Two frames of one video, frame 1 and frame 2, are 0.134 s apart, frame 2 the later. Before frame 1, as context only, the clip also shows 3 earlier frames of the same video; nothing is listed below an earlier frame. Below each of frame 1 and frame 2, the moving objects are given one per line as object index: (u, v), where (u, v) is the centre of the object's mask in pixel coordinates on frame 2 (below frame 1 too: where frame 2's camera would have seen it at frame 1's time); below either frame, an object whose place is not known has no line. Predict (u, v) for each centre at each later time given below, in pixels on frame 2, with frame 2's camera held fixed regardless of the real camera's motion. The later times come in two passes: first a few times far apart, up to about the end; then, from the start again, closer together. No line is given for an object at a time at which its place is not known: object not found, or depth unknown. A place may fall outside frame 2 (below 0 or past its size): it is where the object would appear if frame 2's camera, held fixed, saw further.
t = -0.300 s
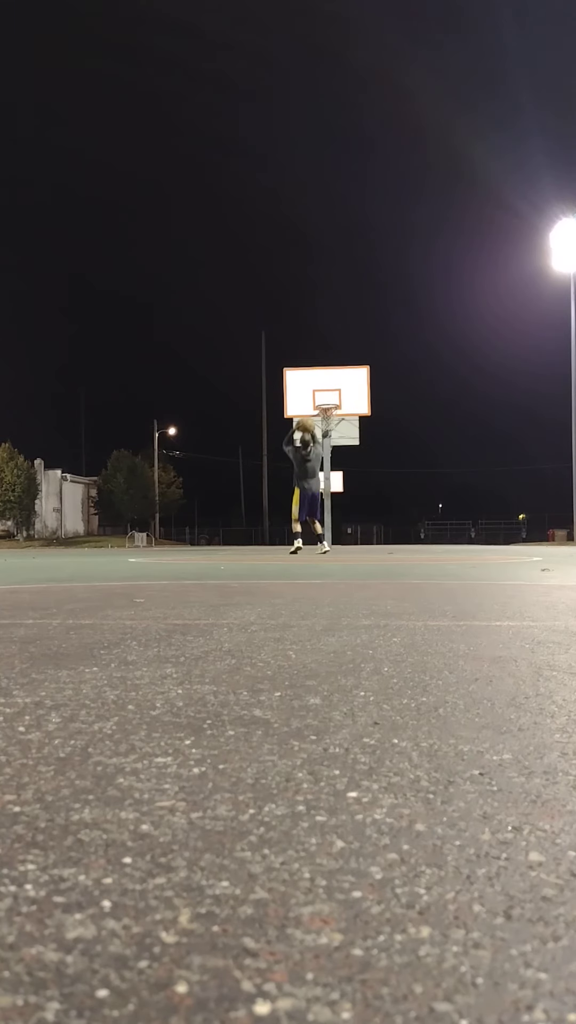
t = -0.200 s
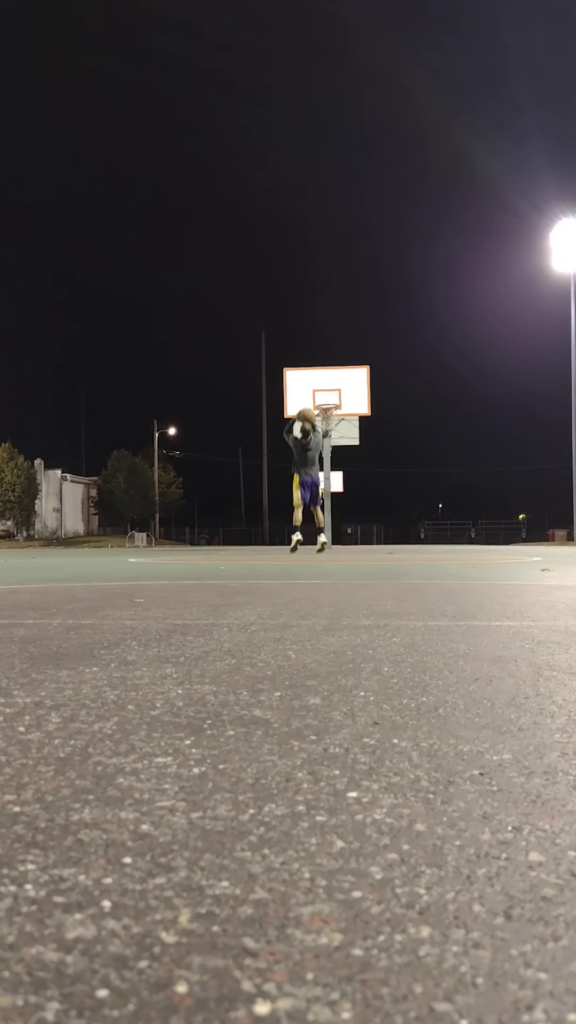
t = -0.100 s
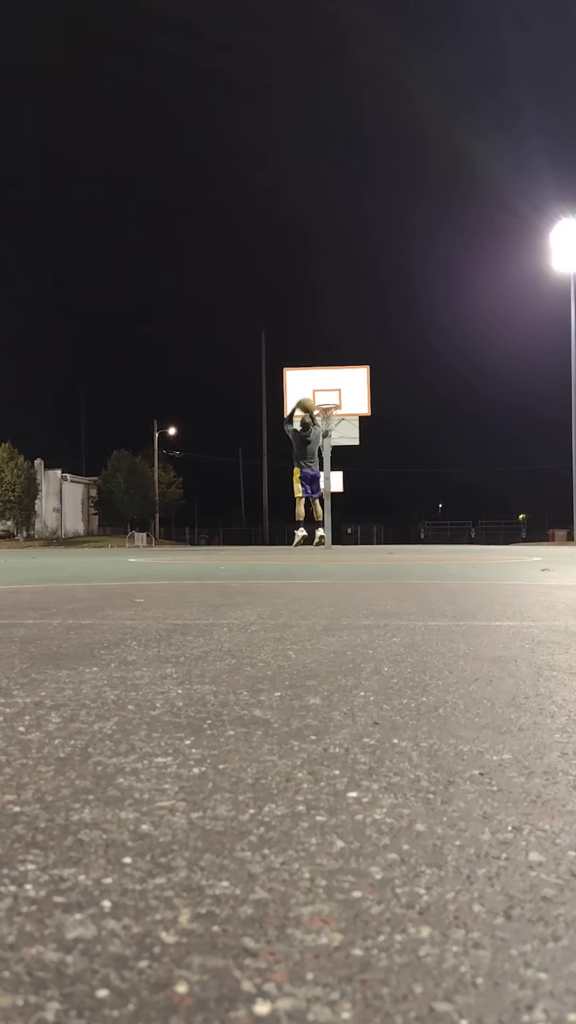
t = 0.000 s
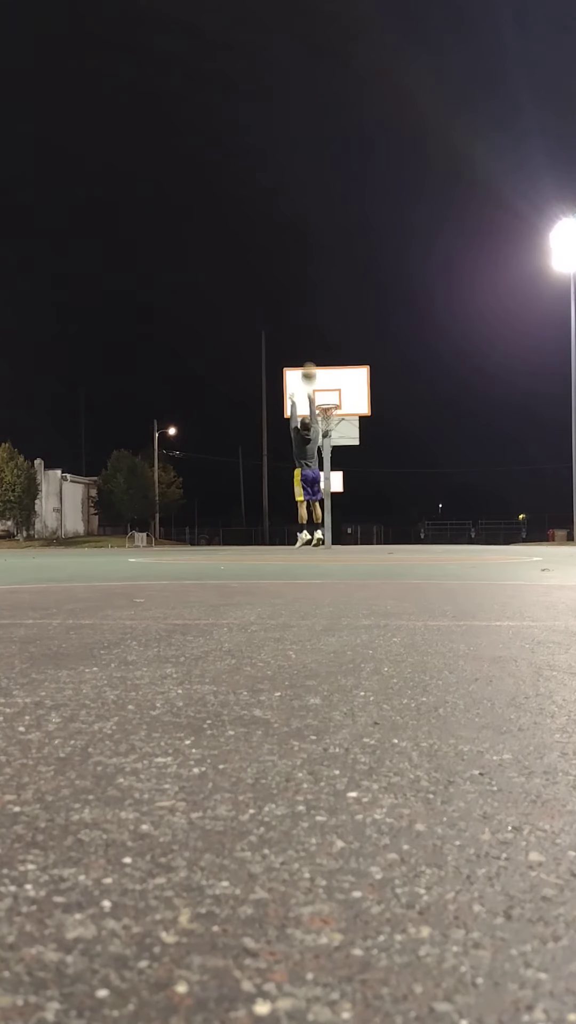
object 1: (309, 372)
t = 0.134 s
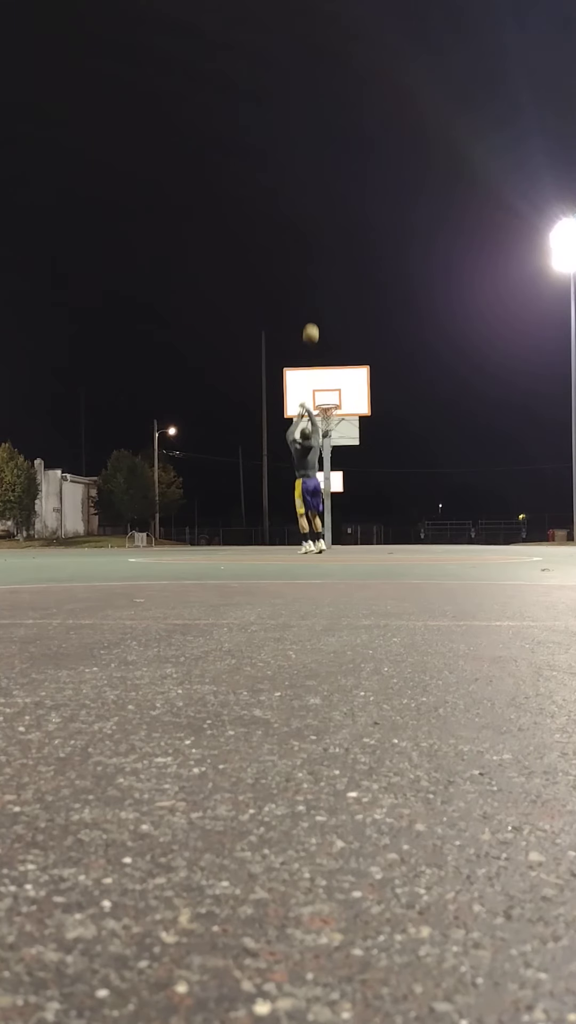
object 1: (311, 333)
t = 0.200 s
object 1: (312, 318)
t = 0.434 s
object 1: (315, 292)
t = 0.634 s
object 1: (318, 295)
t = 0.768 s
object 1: (321, 308)
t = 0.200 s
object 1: (312, 318)
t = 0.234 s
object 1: (312, 312)
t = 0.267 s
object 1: (313, 307)
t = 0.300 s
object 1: (313, 303)
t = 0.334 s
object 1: (314, 299)
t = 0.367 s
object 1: (314, 296)
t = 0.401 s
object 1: (315, 294)
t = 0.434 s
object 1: (315, 292)
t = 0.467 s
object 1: (316, 291)
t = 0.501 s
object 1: (316, 291)
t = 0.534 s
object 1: (317, 291)
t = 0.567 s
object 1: (317, 292)
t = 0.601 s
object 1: (318, 293)
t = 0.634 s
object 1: (318, 295)
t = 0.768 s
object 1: (321, 308)
